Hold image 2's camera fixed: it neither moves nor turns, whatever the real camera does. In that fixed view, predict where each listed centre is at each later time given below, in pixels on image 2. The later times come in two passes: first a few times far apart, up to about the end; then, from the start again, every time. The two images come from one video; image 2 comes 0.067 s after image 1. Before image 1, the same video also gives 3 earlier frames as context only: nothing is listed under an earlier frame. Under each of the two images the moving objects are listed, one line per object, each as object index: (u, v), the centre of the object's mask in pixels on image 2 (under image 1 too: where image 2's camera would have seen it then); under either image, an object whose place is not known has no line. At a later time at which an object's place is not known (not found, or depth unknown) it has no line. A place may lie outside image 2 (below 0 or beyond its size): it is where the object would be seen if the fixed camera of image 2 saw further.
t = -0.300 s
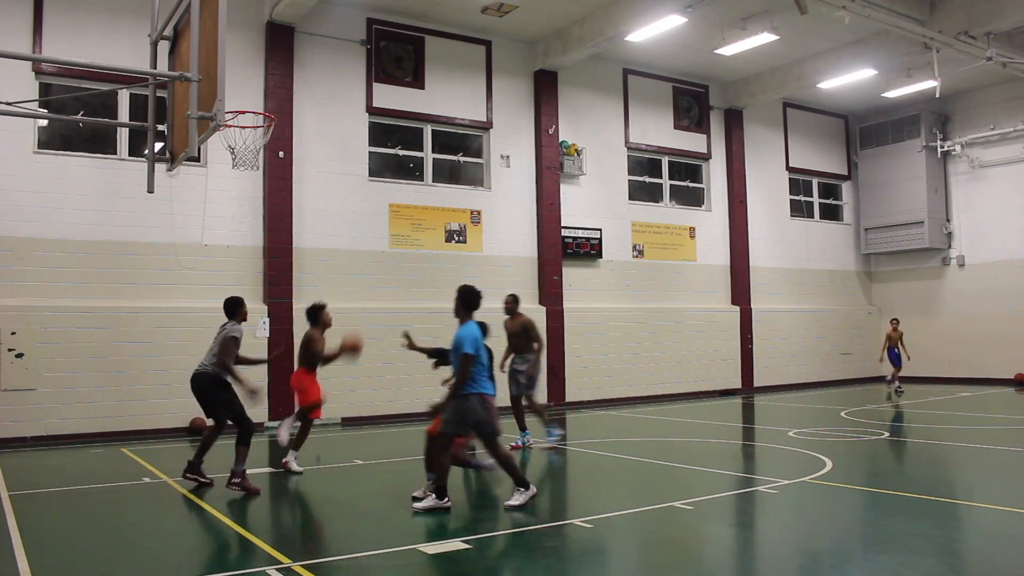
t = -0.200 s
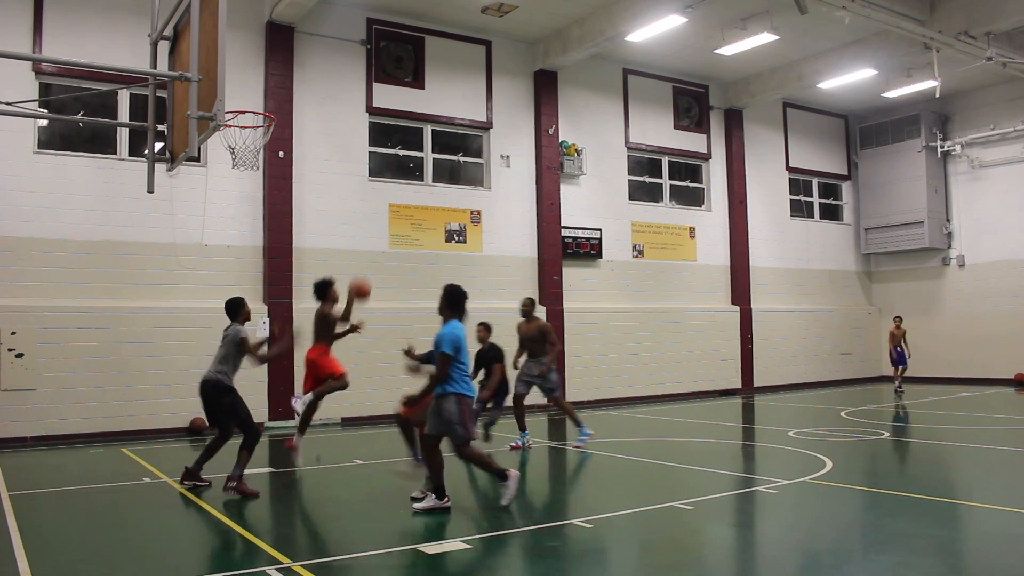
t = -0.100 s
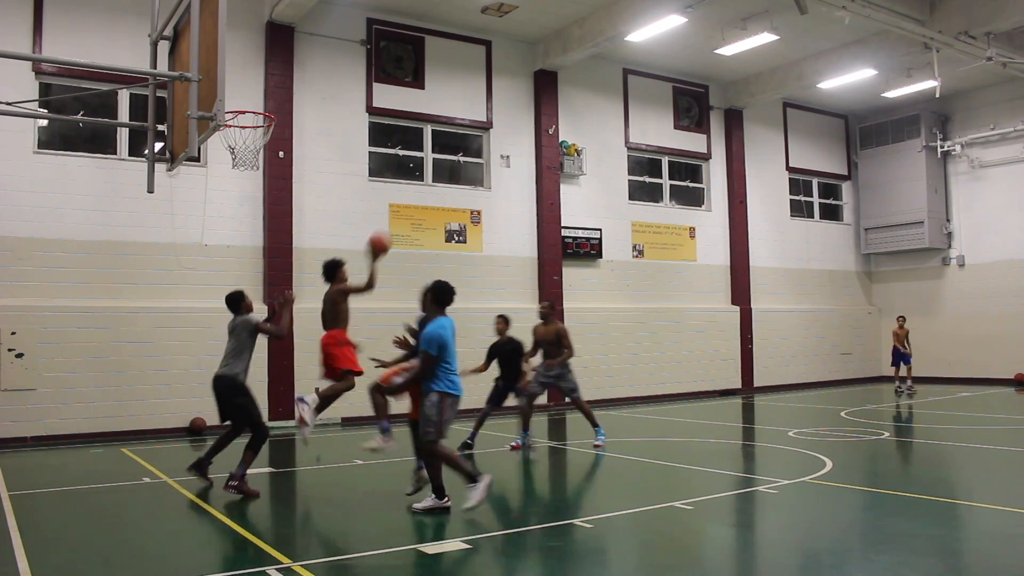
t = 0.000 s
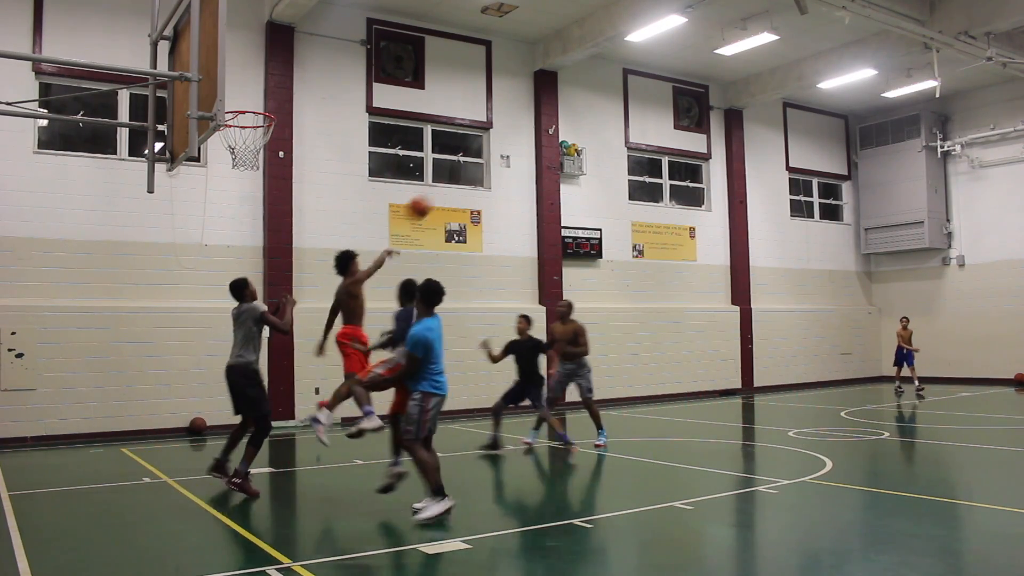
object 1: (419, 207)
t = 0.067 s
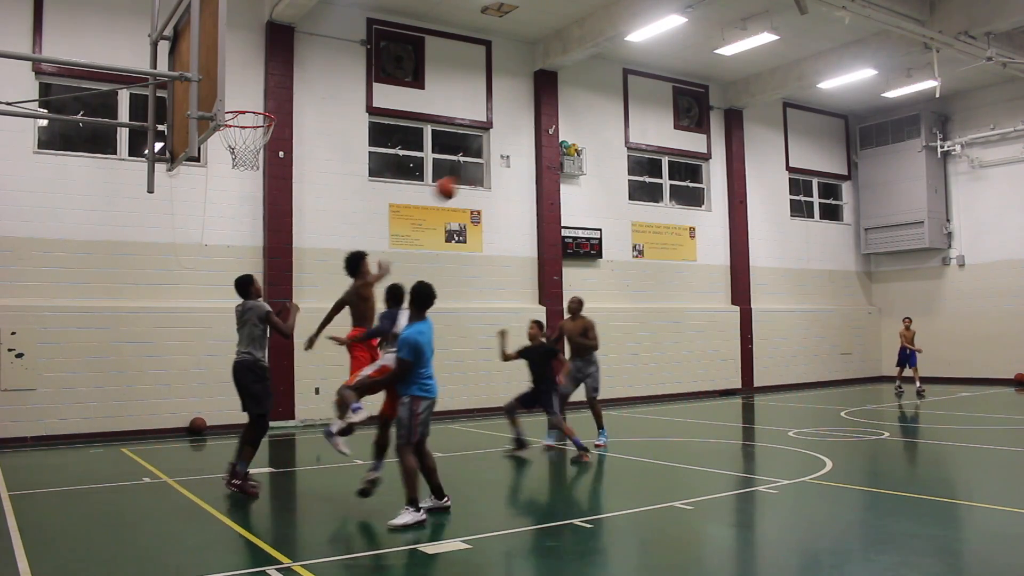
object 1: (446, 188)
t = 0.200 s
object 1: (495, 167)
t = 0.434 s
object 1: (571, 168)
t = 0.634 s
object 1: (627, 201)
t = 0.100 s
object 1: (459, 180)
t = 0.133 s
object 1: (471, 176)
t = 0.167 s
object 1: (482, 172)
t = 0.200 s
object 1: (495, 167)
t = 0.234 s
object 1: (506, 164)
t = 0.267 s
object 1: (518, 163)
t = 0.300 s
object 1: (530, 162)
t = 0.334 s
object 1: (542, 162)
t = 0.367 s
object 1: (551, 163)
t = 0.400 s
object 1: (560, 166)
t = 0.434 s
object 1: (571, 168)
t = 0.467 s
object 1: (580, 171)
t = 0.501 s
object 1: (591, 176)
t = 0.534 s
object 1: (600, 181)
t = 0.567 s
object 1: (609, 187)
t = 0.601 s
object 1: (618, 194)
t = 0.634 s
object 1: (627, 201)
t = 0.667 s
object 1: (635, 209)
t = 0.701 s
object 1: (645, 218)
